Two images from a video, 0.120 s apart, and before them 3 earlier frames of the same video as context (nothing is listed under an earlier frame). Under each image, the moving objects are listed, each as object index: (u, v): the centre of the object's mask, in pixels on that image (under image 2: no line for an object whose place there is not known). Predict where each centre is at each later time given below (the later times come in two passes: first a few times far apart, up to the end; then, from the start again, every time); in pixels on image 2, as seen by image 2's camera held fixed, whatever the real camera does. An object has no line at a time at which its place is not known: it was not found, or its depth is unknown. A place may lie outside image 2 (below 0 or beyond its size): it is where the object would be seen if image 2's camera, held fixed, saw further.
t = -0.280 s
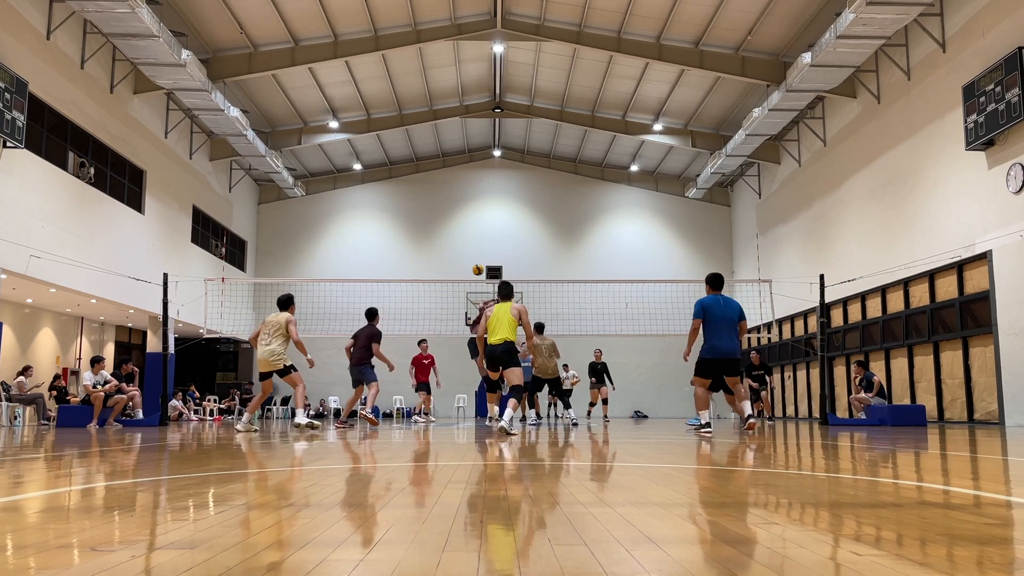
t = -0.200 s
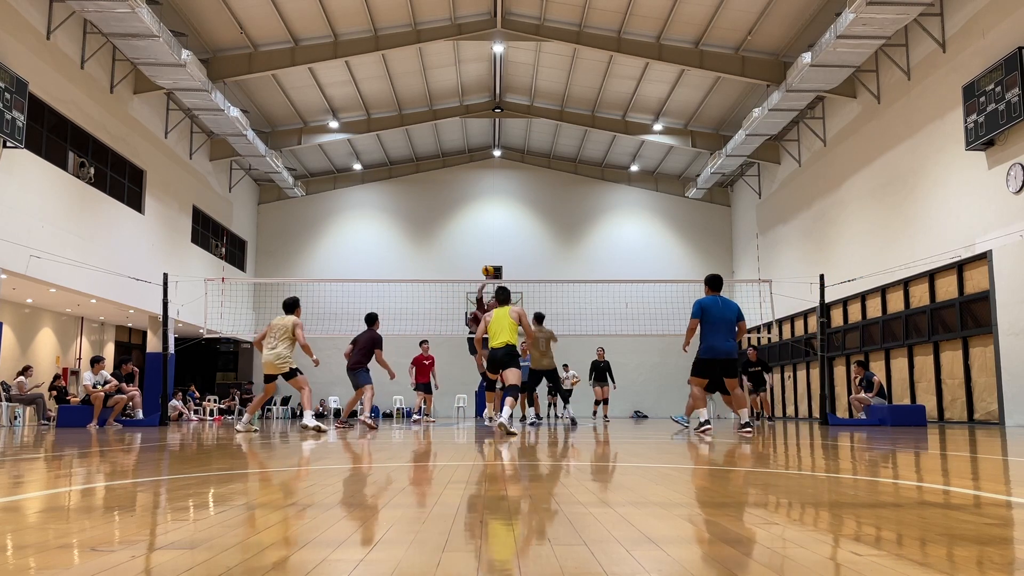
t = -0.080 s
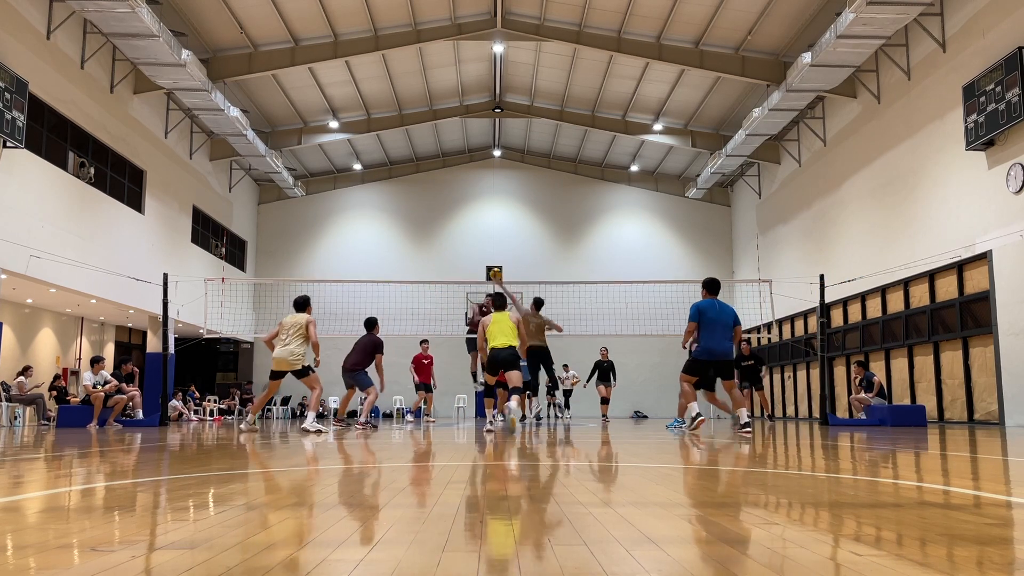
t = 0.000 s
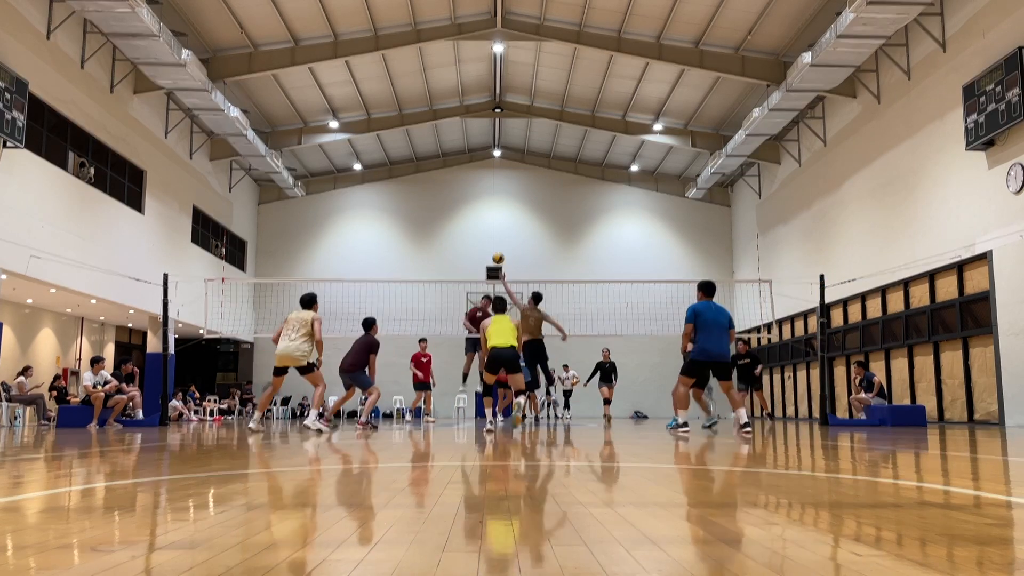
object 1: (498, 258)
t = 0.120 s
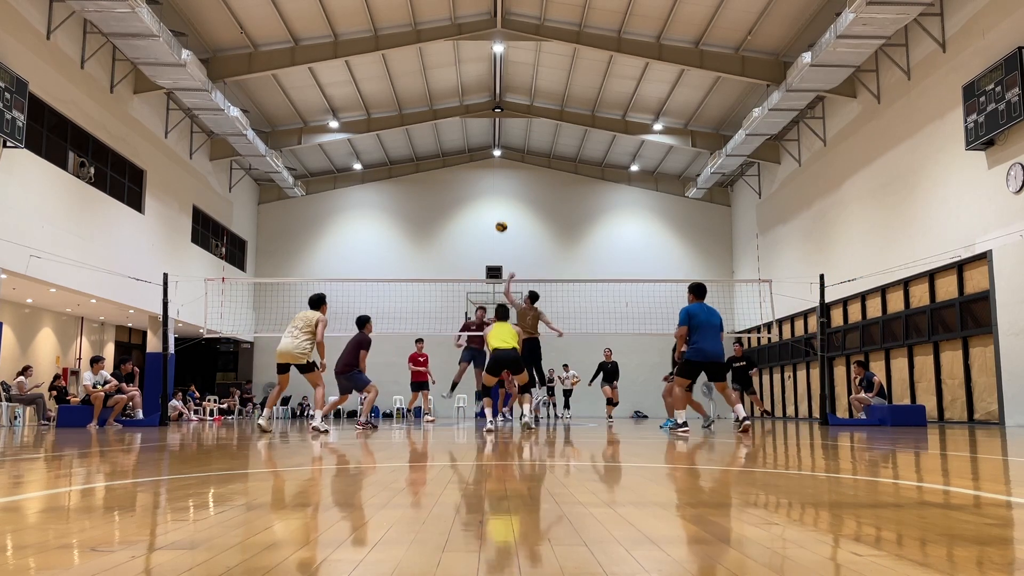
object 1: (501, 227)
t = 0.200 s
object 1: (503, 210)
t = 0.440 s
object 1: (510, 182)
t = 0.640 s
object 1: (515, 184)
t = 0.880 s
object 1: (521, 214)
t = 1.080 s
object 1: (527, 264)
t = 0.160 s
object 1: (502, 218)
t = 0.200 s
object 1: (503, 210)
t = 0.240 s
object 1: (504, 203)
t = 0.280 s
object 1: (505, 197)
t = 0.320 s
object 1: (507, 192)
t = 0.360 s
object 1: (507, 188)
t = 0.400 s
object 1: (509, 185)
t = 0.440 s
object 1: (510, 182)
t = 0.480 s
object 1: (511, 181)
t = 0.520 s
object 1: (512, 180)
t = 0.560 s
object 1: (513, 180)
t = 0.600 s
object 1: (514, 182)
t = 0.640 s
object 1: (515, 184)
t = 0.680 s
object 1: (516, 186)
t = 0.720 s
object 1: (517, 190)
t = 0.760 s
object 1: (518, 194)
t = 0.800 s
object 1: (519, 200)
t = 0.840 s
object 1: (520, 207)
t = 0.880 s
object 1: (521, 214)
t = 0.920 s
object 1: (522, 222)
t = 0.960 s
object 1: (523, 231)
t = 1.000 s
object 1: (524, 241)
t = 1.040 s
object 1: (525, 252)
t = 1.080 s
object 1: (527, 264)
